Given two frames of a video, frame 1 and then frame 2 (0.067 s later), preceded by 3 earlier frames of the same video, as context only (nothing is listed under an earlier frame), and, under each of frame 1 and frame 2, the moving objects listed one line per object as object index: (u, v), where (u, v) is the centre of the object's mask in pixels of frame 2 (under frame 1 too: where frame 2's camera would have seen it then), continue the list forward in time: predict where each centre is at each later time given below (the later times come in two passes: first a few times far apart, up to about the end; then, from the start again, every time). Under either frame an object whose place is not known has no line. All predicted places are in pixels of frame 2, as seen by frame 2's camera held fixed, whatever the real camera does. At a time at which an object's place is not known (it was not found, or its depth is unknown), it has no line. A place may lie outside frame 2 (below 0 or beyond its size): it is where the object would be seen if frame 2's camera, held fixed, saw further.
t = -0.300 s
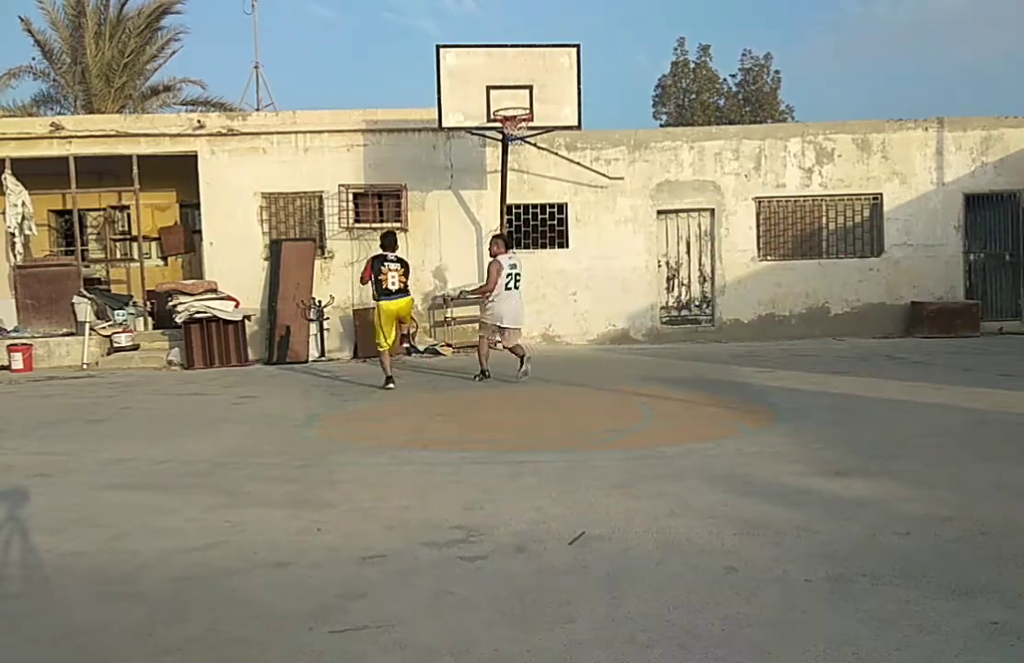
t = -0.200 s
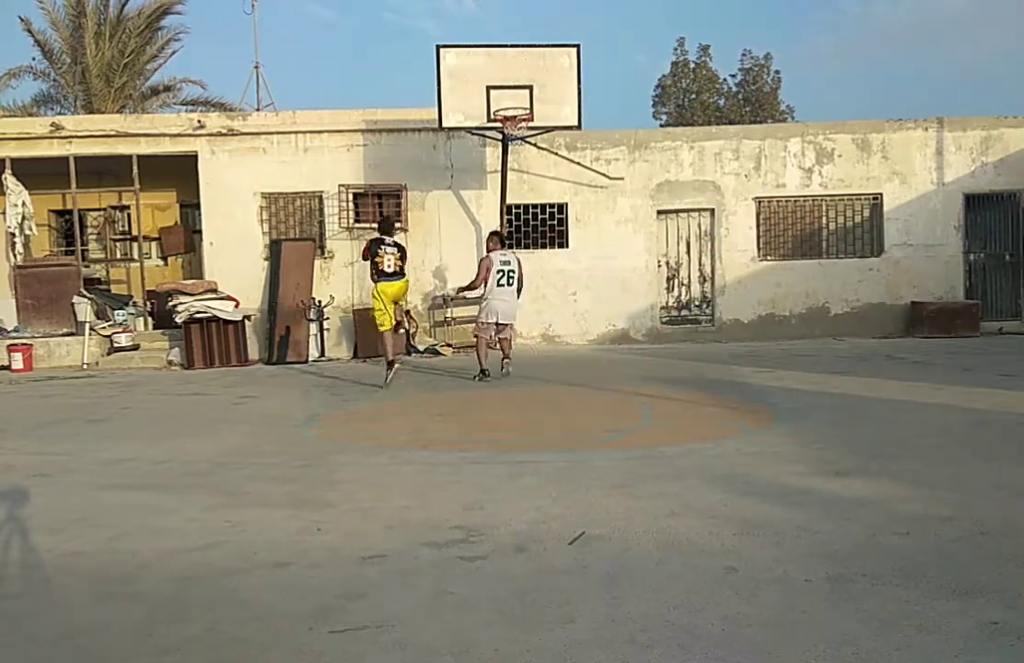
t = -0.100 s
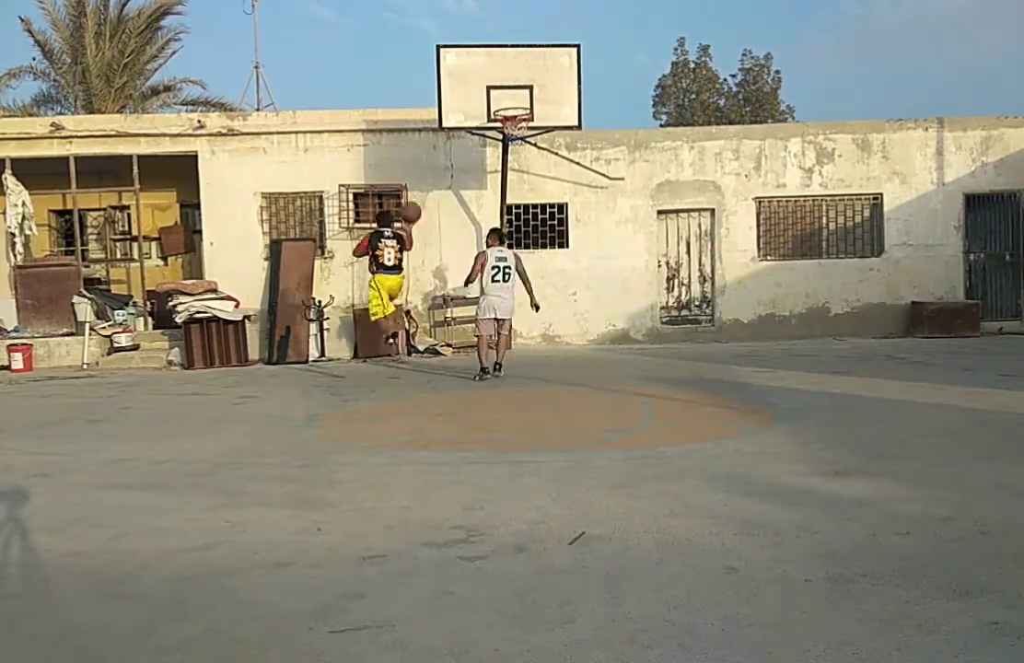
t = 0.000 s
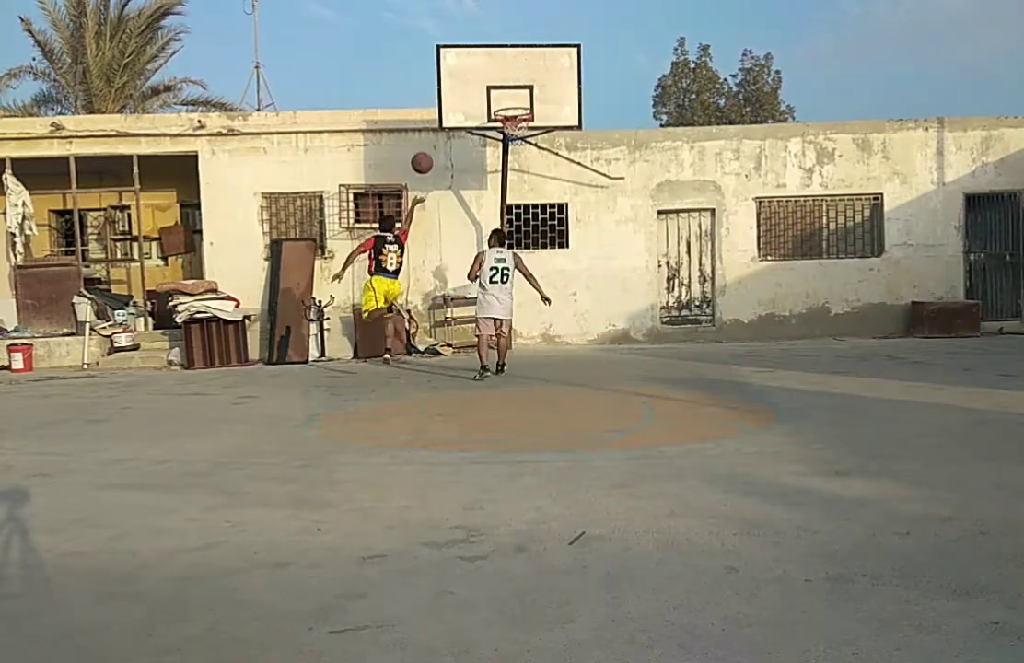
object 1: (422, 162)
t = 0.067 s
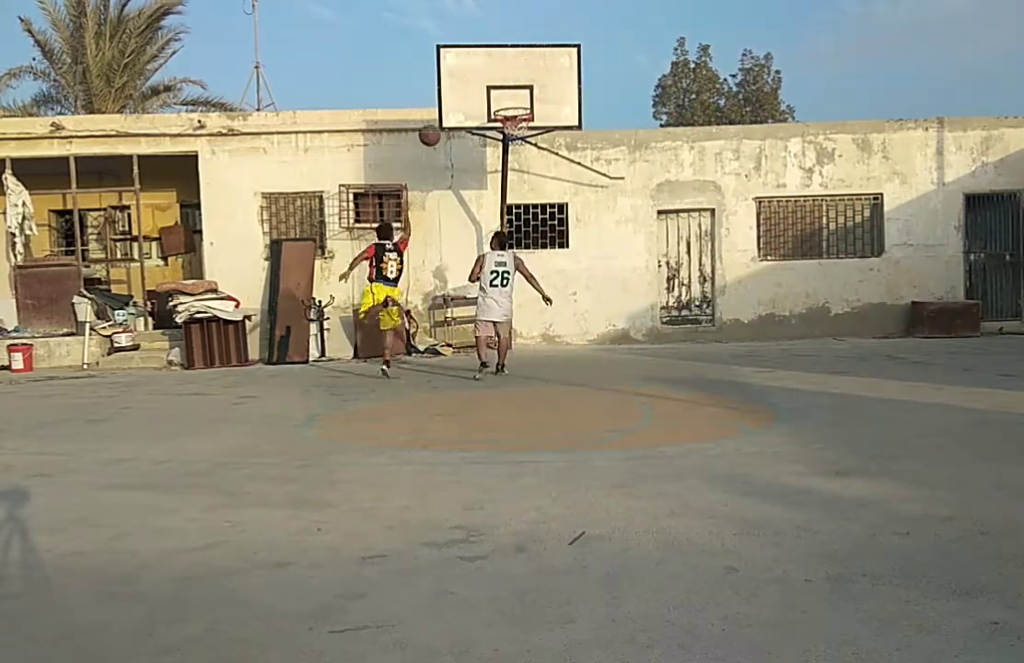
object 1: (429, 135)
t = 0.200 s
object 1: (445, 92)
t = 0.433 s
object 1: (472, 58)
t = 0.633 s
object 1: (495, 67)
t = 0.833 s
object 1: (518, 108)
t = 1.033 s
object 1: (503, 146)
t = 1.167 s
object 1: (492, 187)
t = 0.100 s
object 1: (434, 122)
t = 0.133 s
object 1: (437, 111)
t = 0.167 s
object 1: (441, 101)
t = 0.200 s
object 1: (445, 92)
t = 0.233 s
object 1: (449, 84)
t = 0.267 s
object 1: (452, 77)
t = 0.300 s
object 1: (456, 72)
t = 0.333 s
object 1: (460, 67)
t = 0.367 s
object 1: (464, 63)
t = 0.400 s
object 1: (468, 60)
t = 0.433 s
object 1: (472, 58)
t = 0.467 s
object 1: (476, 57)
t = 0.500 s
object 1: (480, 57)
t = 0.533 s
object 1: (484, 58)
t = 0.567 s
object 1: (488, 60)
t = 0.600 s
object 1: (491, 63)
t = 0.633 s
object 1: (495, 67)
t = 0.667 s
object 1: (499, 71)
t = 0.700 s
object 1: (503, 77)
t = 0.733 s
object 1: (507, 84)
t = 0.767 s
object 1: (511, 91)
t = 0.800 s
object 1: (514, 99)
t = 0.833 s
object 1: (518, 108)
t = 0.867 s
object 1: (518, 114)
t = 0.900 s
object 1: (515, 118)
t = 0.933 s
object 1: (511, 123)
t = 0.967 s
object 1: (508, 123)
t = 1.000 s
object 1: (506, 139)
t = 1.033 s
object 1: (503, 146)
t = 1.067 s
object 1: (500, 155)
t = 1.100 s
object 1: (496, 165)
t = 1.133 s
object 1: (494, 175)
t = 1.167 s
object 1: (492, 187)
